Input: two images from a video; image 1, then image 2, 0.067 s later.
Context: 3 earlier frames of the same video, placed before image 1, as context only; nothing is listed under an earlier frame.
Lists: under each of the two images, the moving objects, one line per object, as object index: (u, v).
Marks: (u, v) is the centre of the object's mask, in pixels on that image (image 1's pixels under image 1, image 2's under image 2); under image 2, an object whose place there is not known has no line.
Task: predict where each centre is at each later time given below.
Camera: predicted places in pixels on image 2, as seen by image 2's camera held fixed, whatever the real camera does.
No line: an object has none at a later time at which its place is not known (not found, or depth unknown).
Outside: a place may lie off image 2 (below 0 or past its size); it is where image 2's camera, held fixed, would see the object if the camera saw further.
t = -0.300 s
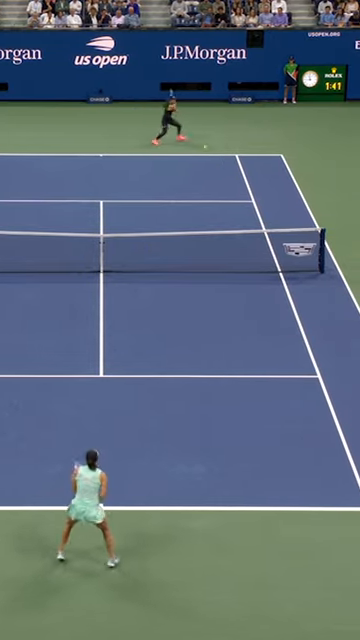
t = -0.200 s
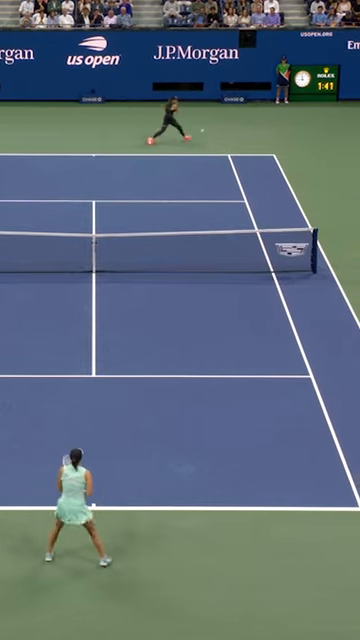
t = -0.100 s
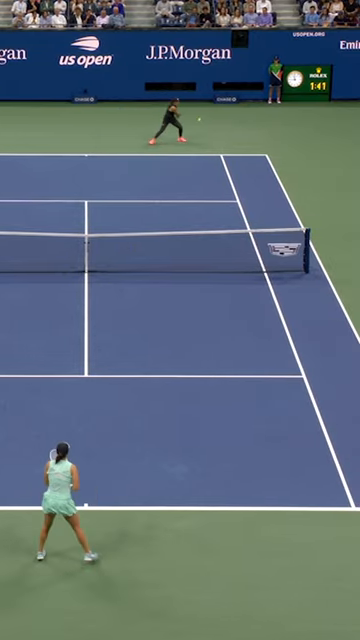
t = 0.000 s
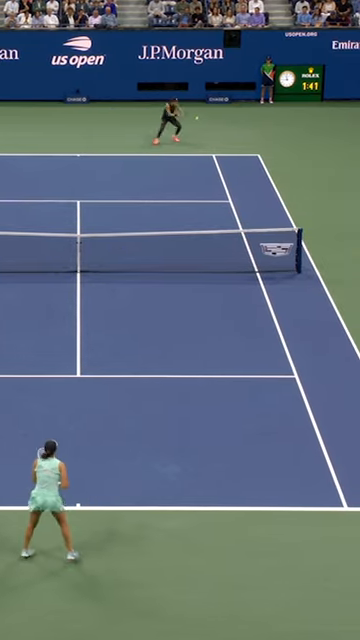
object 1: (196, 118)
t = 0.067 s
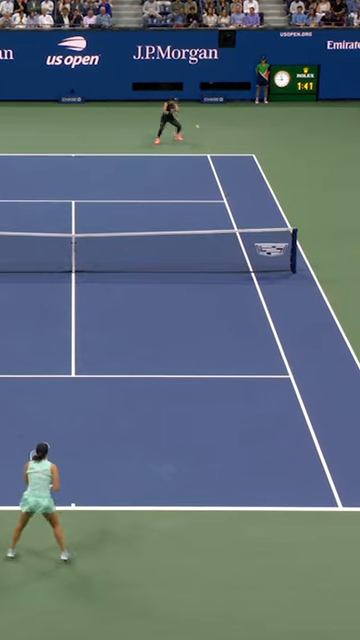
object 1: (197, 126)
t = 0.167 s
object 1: (203, 143)
